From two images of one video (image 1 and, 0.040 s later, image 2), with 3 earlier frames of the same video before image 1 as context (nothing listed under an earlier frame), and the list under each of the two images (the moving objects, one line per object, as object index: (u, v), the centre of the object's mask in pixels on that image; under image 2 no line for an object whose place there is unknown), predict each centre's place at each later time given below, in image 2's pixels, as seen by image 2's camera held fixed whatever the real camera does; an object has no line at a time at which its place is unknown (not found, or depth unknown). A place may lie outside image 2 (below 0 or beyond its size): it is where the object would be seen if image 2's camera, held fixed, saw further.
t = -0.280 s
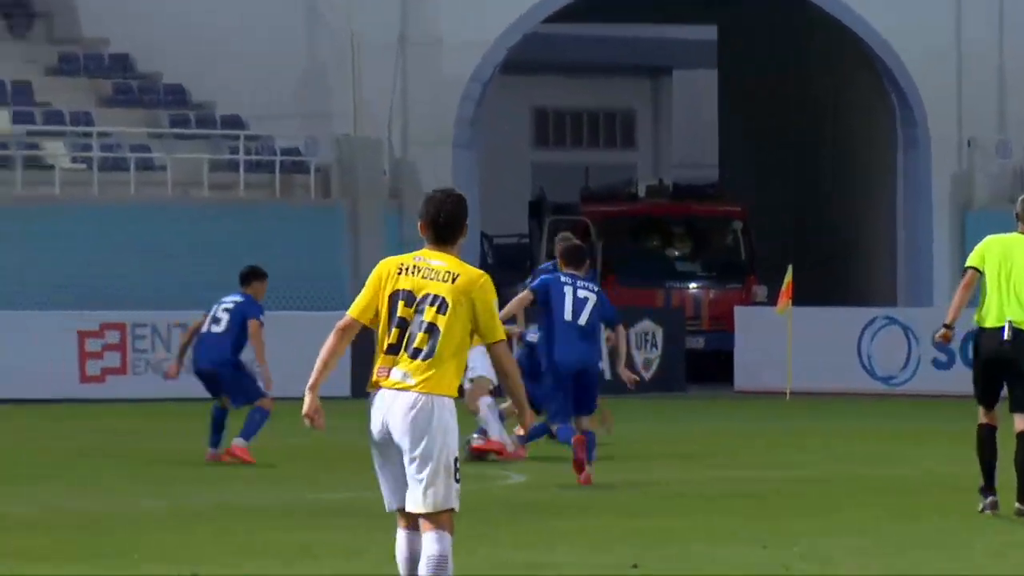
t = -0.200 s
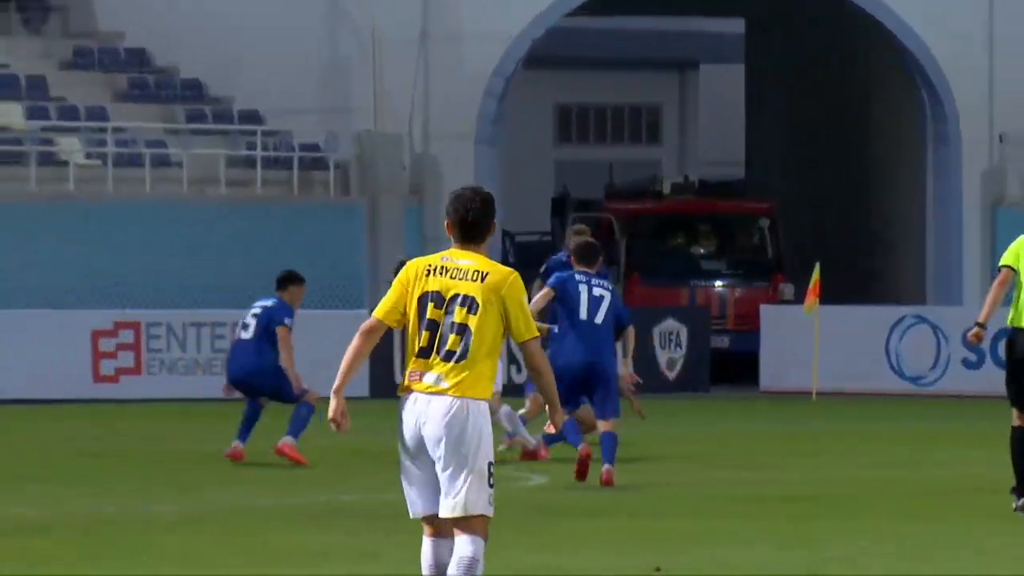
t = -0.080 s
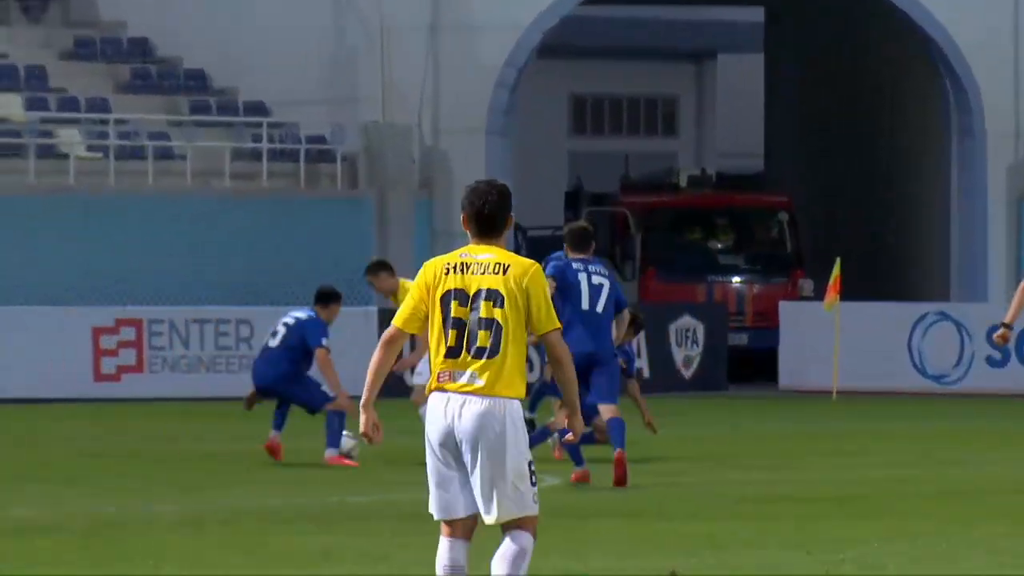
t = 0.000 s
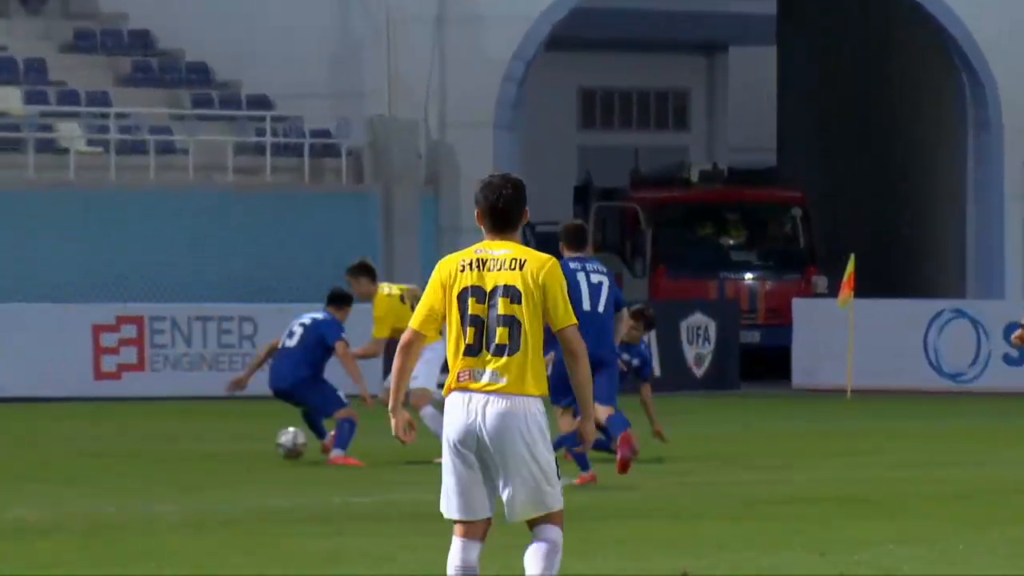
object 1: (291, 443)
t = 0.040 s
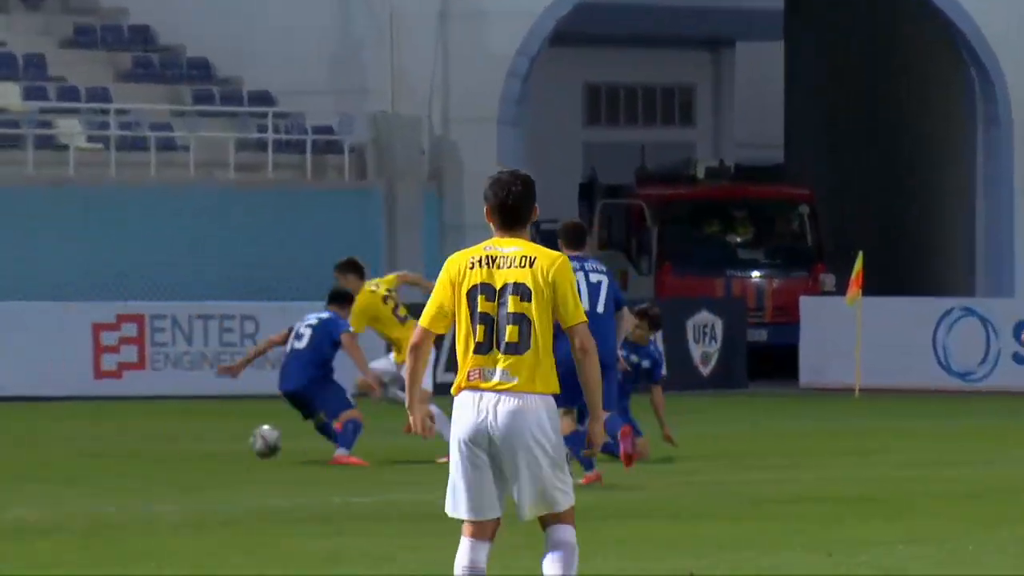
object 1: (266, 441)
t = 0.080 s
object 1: (240, 442)
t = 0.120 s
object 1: (216, 444)
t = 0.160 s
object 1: (196, 441)
